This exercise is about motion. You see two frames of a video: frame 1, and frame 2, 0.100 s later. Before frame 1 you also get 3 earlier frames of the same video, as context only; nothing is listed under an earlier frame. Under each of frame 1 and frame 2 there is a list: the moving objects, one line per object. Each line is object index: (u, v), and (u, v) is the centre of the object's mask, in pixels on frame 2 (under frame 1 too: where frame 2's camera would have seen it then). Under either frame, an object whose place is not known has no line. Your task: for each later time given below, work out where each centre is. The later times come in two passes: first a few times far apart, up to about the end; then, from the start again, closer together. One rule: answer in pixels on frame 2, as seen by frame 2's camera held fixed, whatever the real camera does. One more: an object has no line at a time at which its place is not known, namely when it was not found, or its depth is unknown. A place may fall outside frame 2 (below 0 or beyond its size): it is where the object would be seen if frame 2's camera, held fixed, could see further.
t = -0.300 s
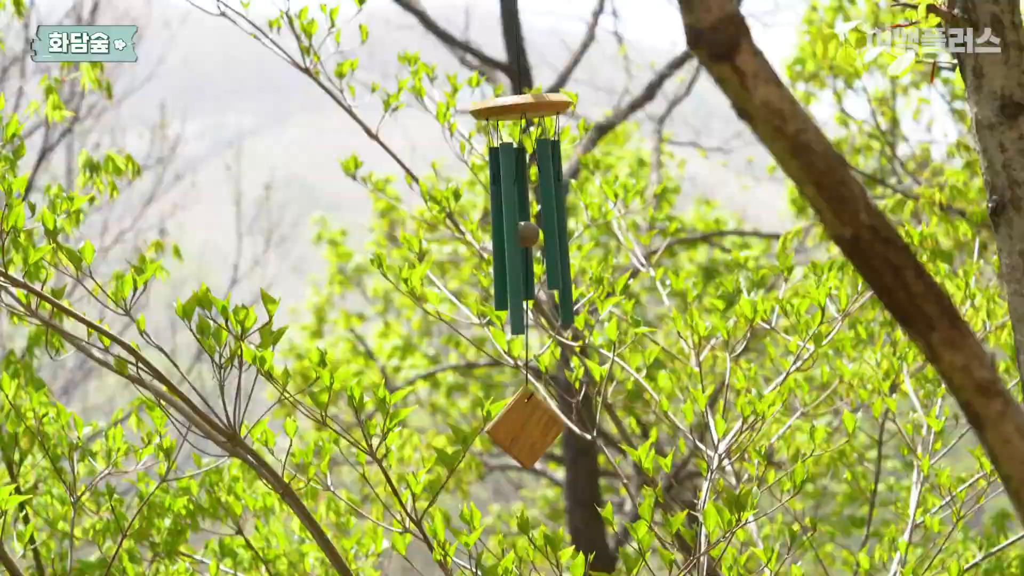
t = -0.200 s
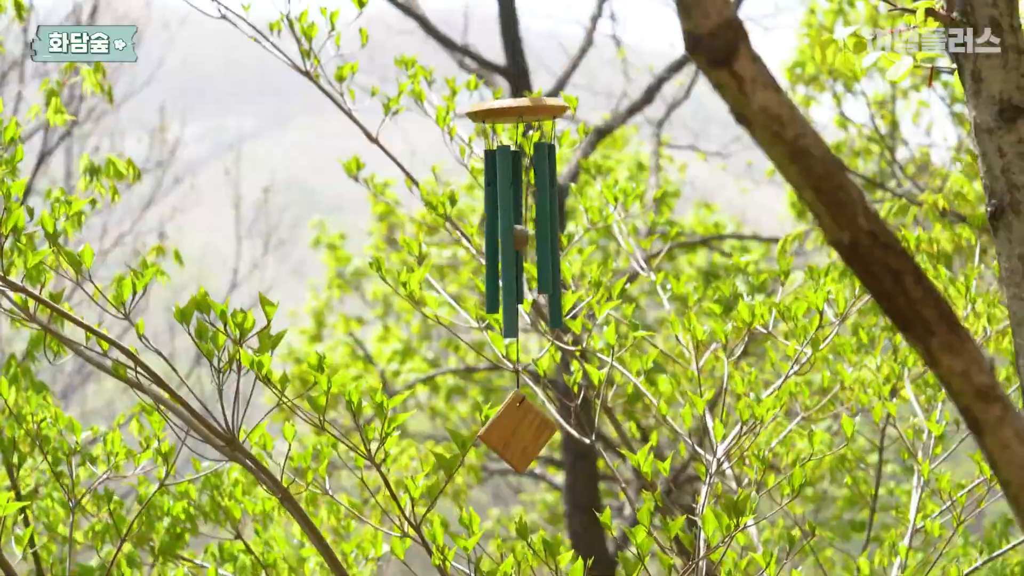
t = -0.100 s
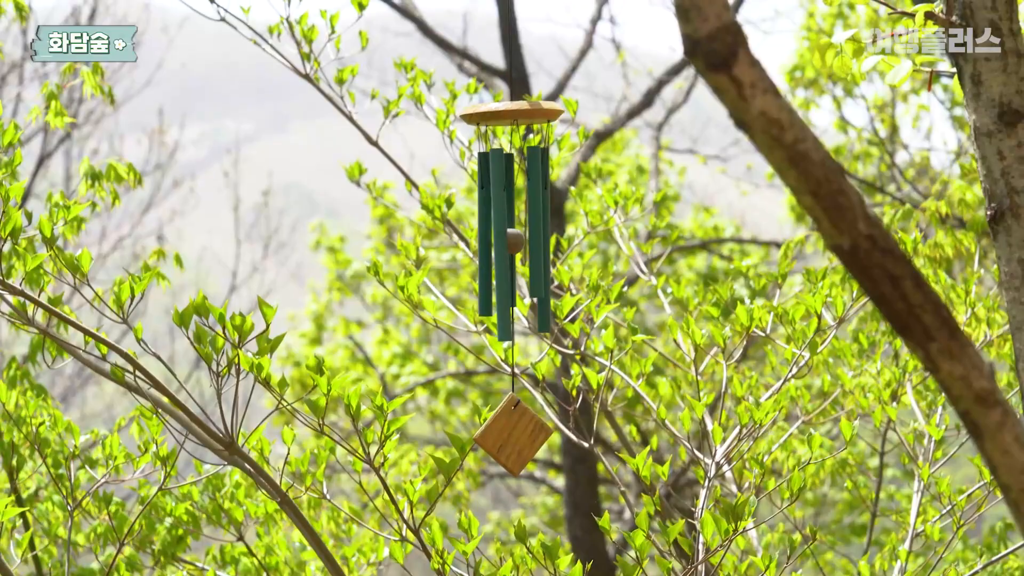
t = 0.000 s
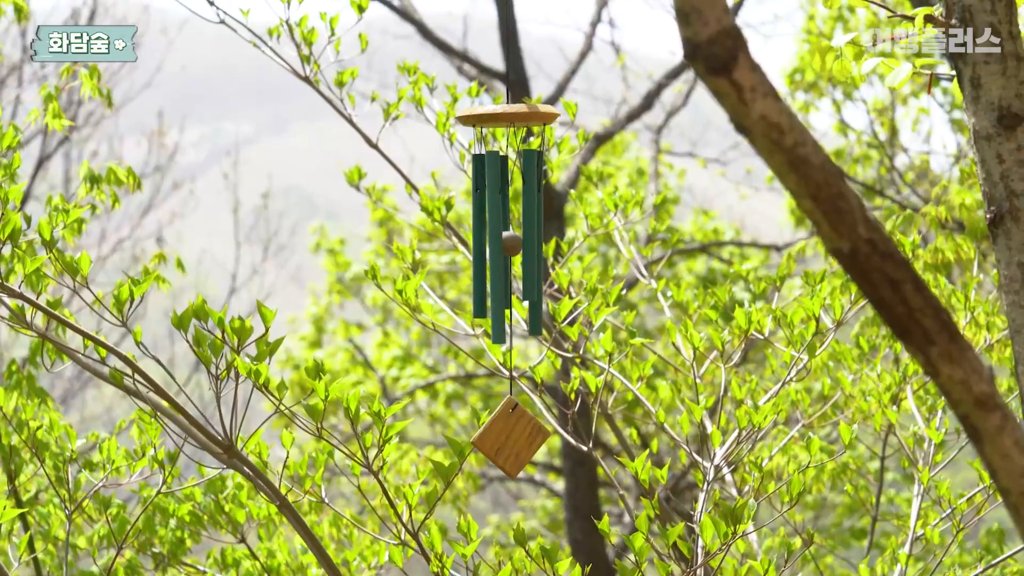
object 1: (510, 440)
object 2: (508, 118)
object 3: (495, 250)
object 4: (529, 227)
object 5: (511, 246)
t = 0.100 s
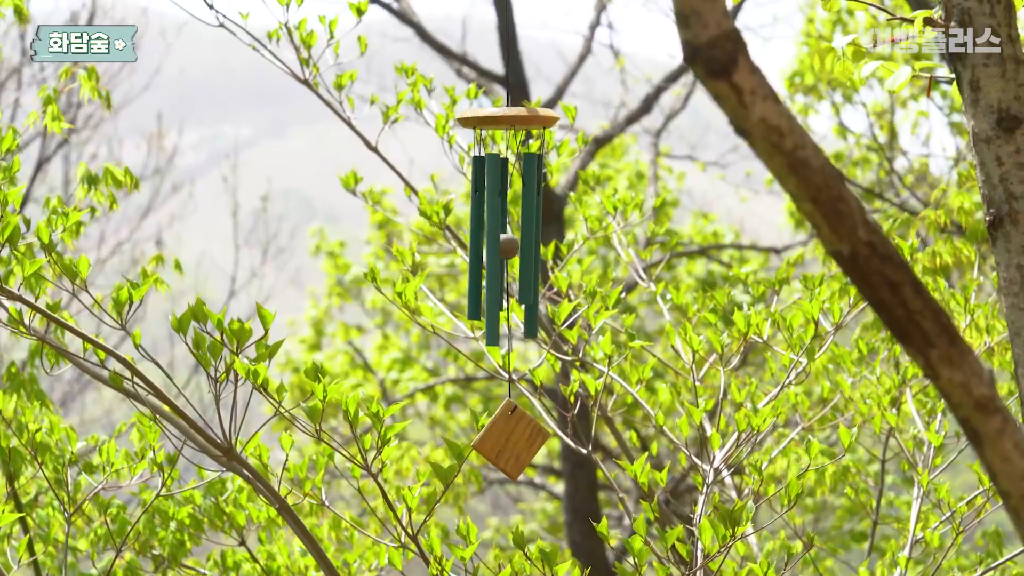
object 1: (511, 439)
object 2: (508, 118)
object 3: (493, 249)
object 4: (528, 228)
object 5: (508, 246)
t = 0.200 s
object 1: (512, 438)
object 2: (509, 118)
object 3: (495, 249)
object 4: (531, 227)
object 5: (511, 246)
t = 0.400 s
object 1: (522, 438)
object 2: (515, 116)
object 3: (512, 248)
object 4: (548, 225)
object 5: (522, 245)
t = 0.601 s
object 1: (535, 438)
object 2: (521, 116)
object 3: (519, 245)
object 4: (551, 223)
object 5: (534, 244)
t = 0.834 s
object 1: (540, 438)
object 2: (514, 118)
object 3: (508, 246)
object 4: (542, 226)
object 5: (524, 245)
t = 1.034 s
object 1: (521, 440)
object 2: (509, 118)
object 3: (496, 248)
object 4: (533, 228)
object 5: (513, 246)
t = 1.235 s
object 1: (498, 439)
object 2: (508, 118)
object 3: (500, 248)
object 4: (533, 227)
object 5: (512, 246)
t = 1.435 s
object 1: (506, 437)
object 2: (514, 117)
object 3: (508, 249)
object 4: (542, 225)
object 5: (519, 245)
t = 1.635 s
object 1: (538, 437)
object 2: (515, 117)
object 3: (507, 248)
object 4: (544, 226)
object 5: (525, 245)
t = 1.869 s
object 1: (553, 436)
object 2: (514, 118)
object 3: (501, 249)
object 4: (538, 226)
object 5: (521, 245)
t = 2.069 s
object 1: (523, 439)
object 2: (512, 118)
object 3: (502, 249)
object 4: (536, 227)
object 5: (518, 245)
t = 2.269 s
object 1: (494, 439)
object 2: (512, 120)
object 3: (499, 252)
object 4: (534, 228)
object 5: (513, 248)
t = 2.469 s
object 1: (505, 441)
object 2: (510, 122)
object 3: (494, 254)
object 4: (532, 231)
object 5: (510, 250)
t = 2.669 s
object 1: (536, 442)
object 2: (510, 124)
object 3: (494, 255)
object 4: (530, 232)
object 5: (515, 251)
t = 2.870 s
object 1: (547, 442)
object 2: (512, 124)
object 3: (497, 255)
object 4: (531, 231)
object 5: (516, 251)
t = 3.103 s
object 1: (517, 443)
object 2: (512, 123)
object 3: (496, 254)
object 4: (533, 230)
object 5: (514, 250)
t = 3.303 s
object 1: (496, 443)
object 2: (509, 123)
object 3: (493, 254)
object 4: (529, 230)
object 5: (510, 250)
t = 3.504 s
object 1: (506, 443)
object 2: (505, 123)
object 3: (489, 254)
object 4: (524, 231)
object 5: (505, 250)
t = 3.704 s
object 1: (526, 442)
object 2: (506, 121)
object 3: (487, 253)
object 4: (524, 230)
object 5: (508, 249)
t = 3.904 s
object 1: (530, 440)
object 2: (509, 120)
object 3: (495, 251)
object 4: (532, 227)
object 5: (515, 246)
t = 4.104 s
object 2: (513, 118)
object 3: (506, 249)
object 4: (540, 225)
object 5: (520, 245)
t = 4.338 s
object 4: (534, 227)
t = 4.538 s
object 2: (503, 120)
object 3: (489, 251)
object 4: (525, 229)
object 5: (507, 248)
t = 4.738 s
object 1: (512, 442)
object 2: (503, 121)
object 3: (491, 252)
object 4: (526, 230)
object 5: (507, 249)
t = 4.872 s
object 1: (507, 442)
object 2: (505, 120)
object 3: (498, 251)
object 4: (533, 228)
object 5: (511, 248)
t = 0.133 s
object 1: (511, 439)
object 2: (508, 118)
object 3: (493, 249)
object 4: (528, 227)
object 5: (509, 246)
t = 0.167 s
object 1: (511, 439)
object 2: (509, 118)
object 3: (494, 249)
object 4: (530, 227)
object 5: (510, 246)
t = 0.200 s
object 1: (512, 438)
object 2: (509, 118)
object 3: (495, 249)
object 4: (531, 227)
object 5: (511, 246)
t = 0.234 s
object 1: (513, 438)
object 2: (511, 117)
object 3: (497, 249)
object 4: (534, 227)
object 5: (514, 246)
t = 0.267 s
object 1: (514, 438)
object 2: (511, 117)
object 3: (500, 248)
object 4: (537, 228)
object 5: (516, 245)
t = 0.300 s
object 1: (516, 438)
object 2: (512, 117)
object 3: (502, 249)
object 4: (540, 228)
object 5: (518, 245)
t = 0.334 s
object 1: (518, 438)
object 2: (512, 117)
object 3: (505, 247)
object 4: (543, 227)
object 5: (519, 245)
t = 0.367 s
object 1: (520, 438)
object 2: (514, 117)
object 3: (508, 248)
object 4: (546, 227)
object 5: (521, 245)
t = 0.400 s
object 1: (522, 438)
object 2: (515, 116)
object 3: (512, 248)
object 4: (548, 225)
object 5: (522, 245)
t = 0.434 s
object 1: (524, 438)
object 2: (516, 116)
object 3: (514, 248)
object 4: (549, 225)
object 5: (524, 245)
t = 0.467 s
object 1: (526, 438)
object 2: (518, 116)
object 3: (516, 247)
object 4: (550, 223)
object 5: (527, 245)
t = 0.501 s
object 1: (529, 438)
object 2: (519, 116)
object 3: (518, 245)
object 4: (551, 223)
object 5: (529, 244)
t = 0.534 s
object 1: (531, 438)
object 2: (520, 116)
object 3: (519, 245)
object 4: (551, 223)
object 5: (532, 244)
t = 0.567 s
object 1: (533, 438)
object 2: (520, 116)
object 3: (519, 245)
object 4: (552, 223)
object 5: (533, 244)
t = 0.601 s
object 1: (535, 438)
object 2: (521, 116)
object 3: (519, 245)
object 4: (551, 223)
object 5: (534, 244)
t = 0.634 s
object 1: (537, 438)
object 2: (521, 116)
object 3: (519, 246)
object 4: (551, 224)
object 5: (533, 244)
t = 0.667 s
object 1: (539, 438)
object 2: (520, 116)
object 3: (518, 247)
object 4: (550, 224)
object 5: (532, 244)
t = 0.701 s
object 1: (541, 438)
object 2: (520, 116)
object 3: (517, 246)
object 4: (549, 223)
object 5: (530, 244)
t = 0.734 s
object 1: (542, 438)
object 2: (519, 116)
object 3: (515, 245)
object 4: (547, 224)
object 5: (529, 244)
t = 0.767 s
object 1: (542, 438)
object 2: (517, 117)
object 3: (513, 246)
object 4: (546, 225)
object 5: (527, 245)
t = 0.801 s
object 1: (541, 438)
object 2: (515, 117)
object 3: (510, 246)
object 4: (544, 226)
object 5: (526, 245)
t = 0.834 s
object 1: (540, 438)
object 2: (514, 118)
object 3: (508, 246)
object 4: (542, 226)
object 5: (524, 245)
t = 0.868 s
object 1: (538, 438)
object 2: (513, 118)
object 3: (505, 247)
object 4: (540, 225)
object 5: (522, 245)
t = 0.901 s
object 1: (536, 439)
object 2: (512, 118)
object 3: (502, 247)
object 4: (538, 226)
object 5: (520, 245)
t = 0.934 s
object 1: (532, 439)
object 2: (511, 118)
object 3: (500, 246)
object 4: (537, 227)
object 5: (518, 246)
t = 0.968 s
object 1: (529, 439)
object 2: (511, 118)
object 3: (498, 247)
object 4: (536, 228)
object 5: (516, 246)
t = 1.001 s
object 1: (525, 440)
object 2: (510, 118)
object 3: (497, 247)
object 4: (534, 228)
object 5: (514, 246)
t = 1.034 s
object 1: (521, 440)
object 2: (509, 118)
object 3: (496, 248)
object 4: (533, 228)
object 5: (513, 246)
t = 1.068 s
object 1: (516, 440)
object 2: (509, 118)
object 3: (496, 248)
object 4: (532, 228)
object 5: (512, 246)
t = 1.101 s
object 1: (512, 440)
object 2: (508, 118)
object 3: (496, 249)
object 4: (532, 228)
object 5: (512, 246)
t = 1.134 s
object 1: (507, 440)
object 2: (508, 118)
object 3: (497, 248)
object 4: (532, 227)
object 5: (512, 246)
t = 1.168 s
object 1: (503, 439)
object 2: (507, 118)
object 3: (498, 248)
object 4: (532, 227)
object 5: (512, 246)
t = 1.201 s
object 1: (500, 439)
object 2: (508, 118)
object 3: (499, 247)
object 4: (533, 227)
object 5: (512, 246)
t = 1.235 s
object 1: (498, 439)
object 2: (508, 118)
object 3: (500, 248)
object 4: (533, 227)
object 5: (512, 246)
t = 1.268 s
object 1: (496, 438)
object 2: (509, 118)
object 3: (502, 246)
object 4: (535, 227)
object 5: (513, 246)
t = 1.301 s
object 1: (496, 438)
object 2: (510, 118)
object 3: (503, 248)
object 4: (536, 227)
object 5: (515, 246)
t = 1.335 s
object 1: (497, 437)
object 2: (511, 118)
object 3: (505, 249)
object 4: (538, 227)
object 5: (516, 246)
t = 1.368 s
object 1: (498, 437)
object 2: (512, 117)
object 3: (506, 248)
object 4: (539, 227)
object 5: (517, 246)
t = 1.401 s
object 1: (502, 437)
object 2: (513, 117)
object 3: (508, 249)
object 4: (541, 225)
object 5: (518, 245)
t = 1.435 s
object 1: (506, 437)
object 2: (514, 117)
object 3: (508, 249)
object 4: (542, 225)
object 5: (519, 245)
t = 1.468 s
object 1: (510, 437)
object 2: (514, 117)
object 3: (509, 249)
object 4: (543, 226)
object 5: (519, 245)
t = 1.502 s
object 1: (516, 437)
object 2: (514, 117)
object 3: (509, 249)
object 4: (544, 225)
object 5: (520, 245)
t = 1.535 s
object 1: (522, 437)
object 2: (514, 117)
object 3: (509, 249)
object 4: (545, 225)
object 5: (521, 245)
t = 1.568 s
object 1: (527, 437)
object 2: (514, 117)
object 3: (509, 248)
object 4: (545, 224)
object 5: (523, 245)
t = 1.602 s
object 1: (533, 437)
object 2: (515, 117)
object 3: (508, 249)
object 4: (545, 225)
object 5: (524, 245)
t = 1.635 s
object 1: (538, 437)
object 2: (515, 117)
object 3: (507, 248)
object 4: (544, 226)
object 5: (525, 245)
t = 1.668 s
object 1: (543, 437)
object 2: (514, 117)
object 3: (506, 248)
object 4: (543, 226)
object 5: (525, 245)
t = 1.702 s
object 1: (548, 437)
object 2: (515, 117)
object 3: (505, 248)
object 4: (542, 225)
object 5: (524, 245)
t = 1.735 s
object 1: (551, 437)
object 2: (515, 117)
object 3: (504, 248)
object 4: (541, 225)
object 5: (524, 245)
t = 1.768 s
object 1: (553, 437)
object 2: (515, 118)
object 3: (503, 248)
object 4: (539, 226)
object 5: (523, 245)
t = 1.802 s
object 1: (554, 437)
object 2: (514, 118)
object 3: (502, 249)
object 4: (538, 226)
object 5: (522, 245)
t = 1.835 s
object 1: (554, 436)
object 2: (514, 118)
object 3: (502, 249)
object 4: (538, 226)
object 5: (521, 245)
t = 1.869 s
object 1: (553, 436)
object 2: (514, 118)
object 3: (501, 249)
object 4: (538, 226)
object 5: (521, 245)
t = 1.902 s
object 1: (550, 436)
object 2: (513, 118)
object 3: (501, 249)
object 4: (537, 226)
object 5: (521, 245)
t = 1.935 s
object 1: (546, 437)
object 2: (513, 118)
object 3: (501, 249)
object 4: (537, 226)
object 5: (521, 245)
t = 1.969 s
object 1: (541, 437)
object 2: (512, 118)
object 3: (501, 249)
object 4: (537, 226)
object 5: (521, 245)
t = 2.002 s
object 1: (535, 437)
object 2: (512, 118)
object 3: (501, 249)
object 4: (537, 226)
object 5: (520, 245)
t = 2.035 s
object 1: (529, 438)
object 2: (512, 118)
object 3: (502, 248)
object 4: (537, 226)
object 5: (520, 245)
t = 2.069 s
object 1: (523, 439)
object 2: (512, 118)
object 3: (502, 249)
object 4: (536, 227)
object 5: (518, 245)
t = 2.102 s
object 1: (516, 440)
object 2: (512, 118)
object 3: (502, 250)
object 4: (536, 227)
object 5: (517, 246)
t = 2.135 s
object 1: (511, 439)
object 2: (512, 119)
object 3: (501, 250)
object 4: (536, 227)
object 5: (515, 246)
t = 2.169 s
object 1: (505, 439)
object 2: (512, 119)
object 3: (501, 250)
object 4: (535, 227)
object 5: (514, 246)
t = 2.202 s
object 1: (501, 439)
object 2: (512, 119)
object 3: (501, 251)
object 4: (535, 227)
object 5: (514, 247)
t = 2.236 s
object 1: (497, 439)
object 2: (512, 119)
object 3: (500, 252)
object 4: (534, 227)
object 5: (513, 248)
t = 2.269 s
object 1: (494, 439)
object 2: (512, 120)
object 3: (499, 252)
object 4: (534, 228)
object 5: (513, 248)
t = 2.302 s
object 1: (493, 439)
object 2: (511, 120)
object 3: (498, 252)
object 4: (533, 228)
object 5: (512, 248)
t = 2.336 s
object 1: (493, 439)
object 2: (511, 121)
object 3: (497, 253)
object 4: (533, 229)
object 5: (512, 249)
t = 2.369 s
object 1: (494, 440)
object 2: (511, 121)
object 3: (496, 253)
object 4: (532, 229)
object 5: (511, 249)
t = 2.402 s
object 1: (497, 440)
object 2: (511, 122)
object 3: (496, 254)
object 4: (532, 230)
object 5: (511, 250)
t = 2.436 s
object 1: (500, 440)
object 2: (510, 122)
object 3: (495, 254)
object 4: (532, 230)
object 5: (511, 250)
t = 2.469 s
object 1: (505, 441)
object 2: (510, 122)
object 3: (494, 254)
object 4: (532, 231)
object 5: (510, 250)
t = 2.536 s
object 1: (515, 442)
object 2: (511, 123)
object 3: (493, 255)
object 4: (531, 231)
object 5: (510, 251)
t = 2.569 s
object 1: (520, 442)
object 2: (510, 123)
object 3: (493, 256)
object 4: (531, 231)
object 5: (511, 251)
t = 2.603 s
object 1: (526, 442)
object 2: (510, 124)
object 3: (493, 255)
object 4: (531, 232)
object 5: (513, 251)
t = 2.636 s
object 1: (531, 442)
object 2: (510, 124)
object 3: (494, 255)
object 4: (531, 232)
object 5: (514, 251)
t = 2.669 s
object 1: (536, 442)
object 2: (510, 124)
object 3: (494, 255)
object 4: (530, 232)
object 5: (515, 251)
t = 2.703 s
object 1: (540, 442)
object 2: (510, 124)
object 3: (494, 256)
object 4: (530, 232)
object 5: (516, 252)
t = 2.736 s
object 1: (543, 442)
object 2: (510, 124)
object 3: (495, 256)
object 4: (530, 231)
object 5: (516, 251)
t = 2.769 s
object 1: (546, 442)
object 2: (511, 124)
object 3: (496, 255)
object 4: (530, 231)
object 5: (516, 251)
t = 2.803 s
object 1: (547, 442)
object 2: (511, 124)
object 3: (496, 255)
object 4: (530, 231)
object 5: (516, 251)
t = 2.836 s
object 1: (548, 442)
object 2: (511, 124)
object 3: (497, 255)
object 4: (530, 231)
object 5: (516, 251)
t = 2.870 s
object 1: (547, 442)
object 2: (512, 124)
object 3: (497, 255)
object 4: (531, 231)
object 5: (516, 251)
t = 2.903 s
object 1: (544, 442)
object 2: (512, 124)
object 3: (497, 255)
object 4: (531, 231)
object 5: (517, 250)
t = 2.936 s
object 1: (541, 443)
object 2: (512, 124)
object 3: (497, 255)
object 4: (531, 231)
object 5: (517, 250)
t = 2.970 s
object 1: (537, 443)
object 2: (511, 124)
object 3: (497, 255)
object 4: (532, 231)
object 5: (517, 250)
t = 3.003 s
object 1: (533, 443)
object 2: (512, 123)
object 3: (497, 255)
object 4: (532, 230)
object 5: (517, 250)
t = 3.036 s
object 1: (528, 444)
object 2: (512, 123)
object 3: (497, 255)
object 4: (532, 230)
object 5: (516, 250)
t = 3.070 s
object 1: (522, 443)
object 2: (512, 123)
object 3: (496, 255)
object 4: (533, 231)
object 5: (515, 250)
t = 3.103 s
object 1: (517, 443)
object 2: (512, 123)
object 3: (496, 254)
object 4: (533, 230)
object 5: (514, 250)
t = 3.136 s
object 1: (512, 443)
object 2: (512, 123)
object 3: (495, 254)
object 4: (532, 230)
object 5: (513, 250)
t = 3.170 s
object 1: (508, 443)
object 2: (512, 122)
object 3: (495, 254)
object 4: (532, 230)
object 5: (511, 250)
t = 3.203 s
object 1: (504, 443)
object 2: (511, 122)
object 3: (495, 254)
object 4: (532, 230)
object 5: (511, 250)
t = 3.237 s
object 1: (500, 443)
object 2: (510, 123)
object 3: (494, 254)
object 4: (531, 230)
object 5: (511, 250)
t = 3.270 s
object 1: (498, 443)
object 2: (510, 123)
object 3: (494, 254)
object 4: (530, 230)
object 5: (510, 250)
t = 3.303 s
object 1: (496, 443)
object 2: (509, 123)
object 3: (493, 254)
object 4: (529, 230)
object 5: (510, 250)
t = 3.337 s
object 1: (496, 443)
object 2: (508, 123)
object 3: (493, 254)
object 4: (528, 231)
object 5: (509, 250)
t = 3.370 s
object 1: (497, 443)
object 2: (507, 123)
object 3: (492, 254)
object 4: (527, 231)
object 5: (507, 250)
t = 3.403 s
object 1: (498, 443)
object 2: (506, 123)
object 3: (491, 254)
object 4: (526, 231)
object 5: (506, 250)
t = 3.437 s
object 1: (500, 444)
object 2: (506, 123)
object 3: (491, 255)
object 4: (525, 232)
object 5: (505, 251)
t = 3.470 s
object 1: (503, 443)
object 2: (505, 123)
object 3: (490, 254)
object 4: (524, 232)
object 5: (505, 250)
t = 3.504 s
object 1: (506, 443)
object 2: (505, 123)
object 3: (489, 254)
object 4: (524, 231)
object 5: (505, 250)
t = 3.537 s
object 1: (509, 443)
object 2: (505, 123)
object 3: (488, 255)
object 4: (523, 232)
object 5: (506, 250)
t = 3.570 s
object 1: (513, 443)
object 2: (505, 123)
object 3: (487, 254)
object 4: (523, 231)
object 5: (506, 250)
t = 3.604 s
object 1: (516, 443)
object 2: (505, 122)
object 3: (487, 254)
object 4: (522, 231)
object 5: (506, 250)
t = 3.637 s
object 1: (519, 442)
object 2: (506, 122)
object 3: (486, 253)
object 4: (523, 230)
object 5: (507, 249)
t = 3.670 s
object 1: (523, 442)
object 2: (506, 122)
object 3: (486, 253)
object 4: (523, 230)
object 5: (507, 249)
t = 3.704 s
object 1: (526, 442)
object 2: (506, 121)
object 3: (487, 253)
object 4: (524, 230)
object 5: (508, 249)
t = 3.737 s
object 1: (528, 441)
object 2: (506, 121)
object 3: (487, 252)
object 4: (525, 230)
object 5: (508, 248)
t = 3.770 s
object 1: (529, 441)
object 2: (507, 121)
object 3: (488, 252)
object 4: (526, 229)
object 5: (509, 248)
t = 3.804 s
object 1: (531, 441)
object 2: (507, 120)
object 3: (489, 252)
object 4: (527, 228)
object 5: (511, 248)
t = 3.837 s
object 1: (531, 440)
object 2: (508, 120)
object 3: (491, 252)
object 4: (529, 227)
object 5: (512, 247)
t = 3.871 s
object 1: (531, 440)
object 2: (509, 120)
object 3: (492, 251)
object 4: (530, 227)
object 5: (514, 247)
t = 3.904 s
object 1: (530, 440)
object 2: (509, 120)
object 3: (495, 251)
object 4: (532, 227)
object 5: (515, 246)
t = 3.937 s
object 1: (529, 440)
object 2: (510, 119)
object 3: (497, 250)
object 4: (534, 227)
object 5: (516, 246)
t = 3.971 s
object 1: (528, 440)
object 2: (512, 119)
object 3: (499, 250)
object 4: (536, 226)
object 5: (517, 246)
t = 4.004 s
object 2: (513, 119)
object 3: (501, 249)
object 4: (537, 225)
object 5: (518, 246)
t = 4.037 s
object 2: (513, 119)
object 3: (503, 249)
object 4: (538, 225)
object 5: (519, 245)
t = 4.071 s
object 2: (513, 119)
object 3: (505, 249)
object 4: (539, 225)
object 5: (520, 245)
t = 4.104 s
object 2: (513, 118)
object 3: (506, 249)
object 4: (540, 225)
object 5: (520, 245)
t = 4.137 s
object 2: (512, 119)
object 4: (540, 225)
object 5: (521, 245)
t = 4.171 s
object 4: (540, 225)
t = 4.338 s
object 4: (534, 227)
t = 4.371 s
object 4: (533, 228)
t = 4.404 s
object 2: (507, 120)
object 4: (531, 228)
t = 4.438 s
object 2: (506, 121)
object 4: (529, 228)
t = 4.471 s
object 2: (505, 121)
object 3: (491, 252)
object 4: (528, 228)
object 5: (509, 248)
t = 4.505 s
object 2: (503, 121)
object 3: (489, 252)
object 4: (526, 229)
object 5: (508, 248)
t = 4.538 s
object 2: (503, 120)
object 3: (489, 251)
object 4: (525, 229)
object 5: (507, 248)
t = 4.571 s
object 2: (502, 121)
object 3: (488, 252)
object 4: (524, 230)
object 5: (506, 248)
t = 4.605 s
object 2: (502, 121)
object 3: (488, 251)
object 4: (524, 230)
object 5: (505, 248)
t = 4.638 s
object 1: (516, 441)
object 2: (502, 121)
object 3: (488, 252)
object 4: (524, 230)
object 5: (505, 249)
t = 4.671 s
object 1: (515, 441)
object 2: (502, 121)
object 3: (488, 251)
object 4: (525, 230)
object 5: (505, 249)
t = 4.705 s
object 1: (513, 441)
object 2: (502, 121)
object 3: (489, 252)
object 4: (525, 230)
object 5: (506, 249)
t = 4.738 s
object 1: (512, 442)
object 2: (503, 121)
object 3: (491, 252)
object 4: (526, 230)
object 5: (507, 249)
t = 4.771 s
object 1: (510, 441)
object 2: (504, 121)
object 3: (492, 252)
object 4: (528, 228)
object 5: (509, 248)
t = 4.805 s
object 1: (509, 441)
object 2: (504, 121)
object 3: (494, 253)
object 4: (529, 229)
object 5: (510, 248)
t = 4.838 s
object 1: (508, 441)
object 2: (505, 120)
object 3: (496, 252)
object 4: (531, 229)
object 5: (511, 248)
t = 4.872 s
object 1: (507, 442)
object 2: (505, 120)
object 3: (498, 251)
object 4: (533, 228)
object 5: (511, 248)
